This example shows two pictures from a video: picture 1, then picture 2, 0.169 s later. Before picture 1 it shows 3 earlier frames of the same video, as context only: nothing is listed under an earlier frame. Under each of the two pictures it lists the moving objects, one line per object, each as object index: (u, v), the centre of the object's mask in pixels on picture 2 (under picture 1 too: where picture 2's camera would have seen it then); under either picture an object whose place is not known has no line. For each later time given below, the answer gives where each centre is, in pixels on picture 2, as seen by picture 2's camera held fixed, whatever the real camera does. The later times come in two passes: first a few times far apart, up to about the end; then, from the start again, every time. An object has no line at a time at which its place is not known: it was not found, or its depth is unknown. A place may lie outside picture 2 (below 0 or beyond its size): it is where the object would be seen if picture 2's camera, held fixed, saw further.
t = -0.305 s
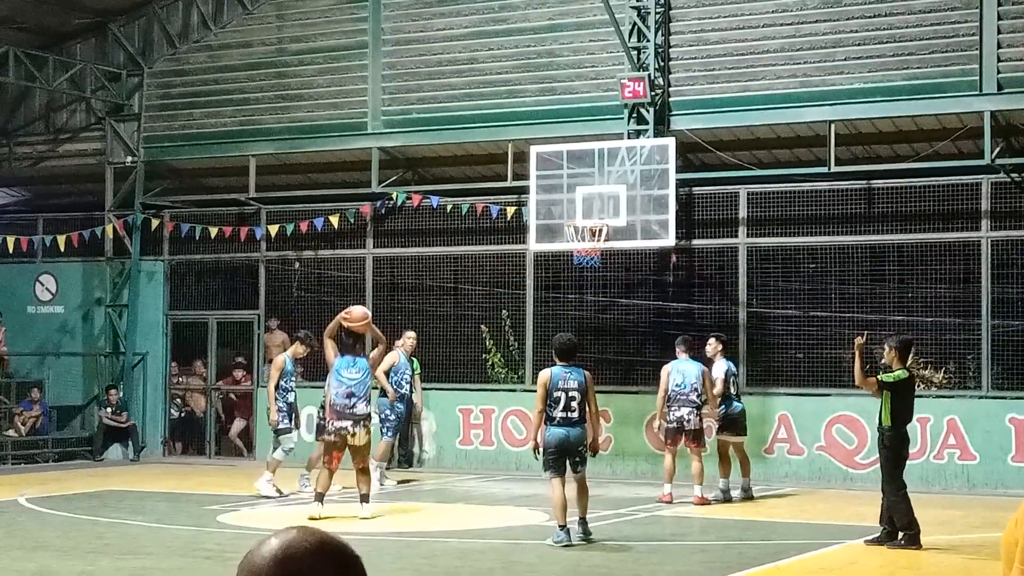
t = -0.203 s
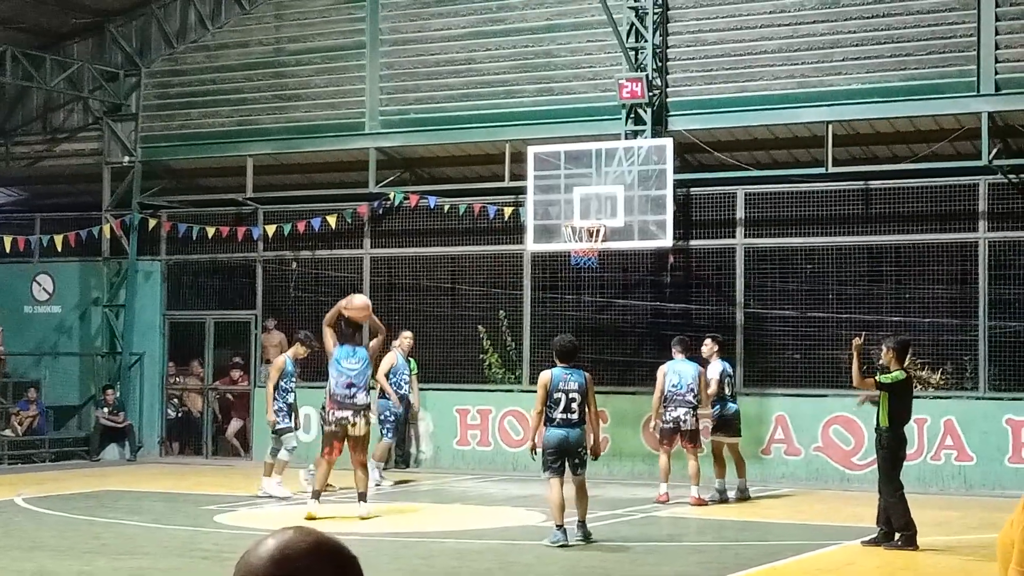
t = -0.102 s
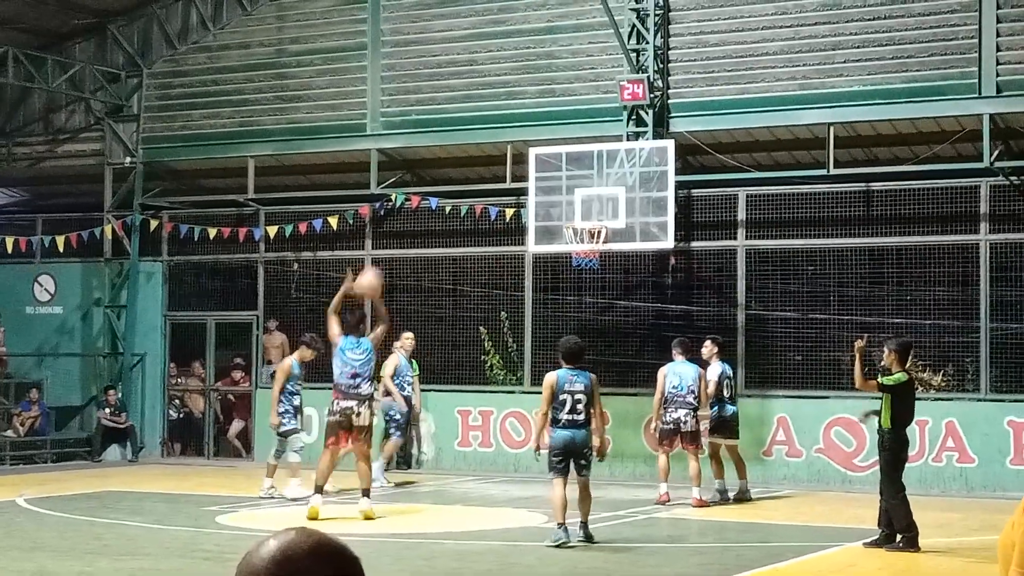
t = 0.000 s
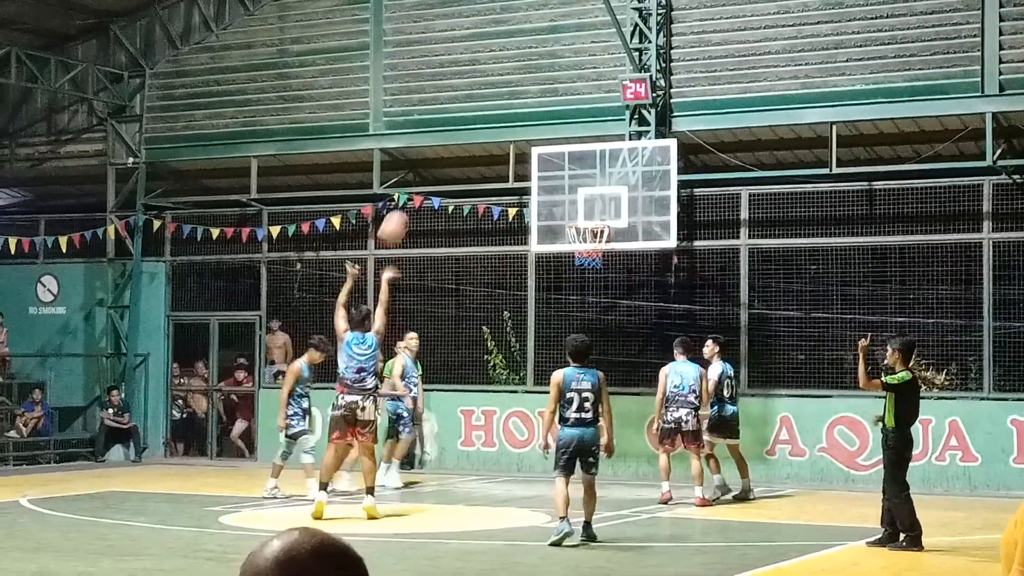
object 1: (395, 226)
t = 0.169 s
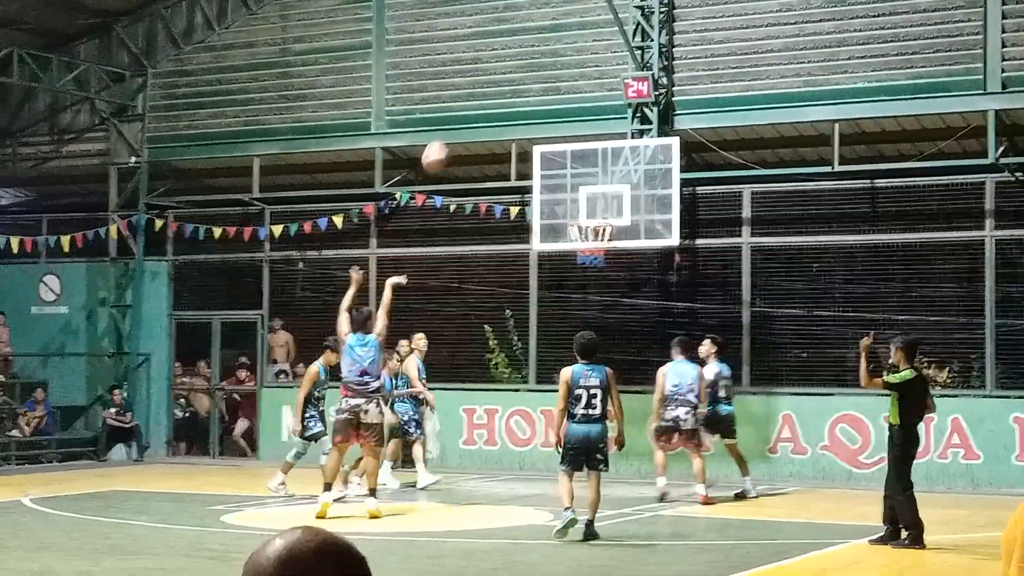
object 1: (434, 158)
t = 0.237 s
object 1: (449, 135)
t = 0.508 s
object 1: (501, 107)
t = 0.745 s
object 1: (541, 134)
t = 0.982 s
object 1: (576, 205)
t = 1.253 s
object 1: (619, 166)
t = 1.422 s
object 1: (633, 158)
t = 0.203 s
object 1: (442, 146)
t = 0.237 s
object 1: (449, 135)
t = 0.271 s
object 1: (457, 127)
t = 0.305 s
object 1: (463, 122)
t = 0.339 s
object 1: (470, 117)
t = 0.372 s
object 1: (477, 112)
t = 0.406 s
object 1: (483, 109)
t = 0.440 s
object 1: (488, 108)
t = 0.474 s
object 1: (495, 107)
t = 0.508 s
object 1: (501, 107)
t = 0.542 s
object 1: (507, 108)
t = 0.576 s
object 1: (513, 110)
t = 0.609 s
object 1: (519, 113)
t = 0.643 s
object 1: (524, 116)
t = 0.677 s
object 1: (529, 120)
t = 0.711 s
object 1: (535, 127)
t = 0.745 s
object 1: (541, 134)
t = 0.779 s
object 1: (546, 141)
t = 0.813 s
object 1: (551, 149)
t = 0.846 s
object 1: (557, 159)
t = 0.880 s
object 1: (561, 169)
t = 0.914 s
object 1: (567, 181)
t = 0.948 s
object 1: (571, 193)
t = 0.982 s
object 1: (576, 205)
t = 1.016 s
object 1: (582, 213)
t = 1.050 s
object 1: (588, 206)
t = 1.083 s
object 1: (594, 202)
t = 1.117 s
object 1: (600, 189)
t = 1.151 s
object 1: (608, 181)
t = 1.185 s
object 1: (614, 178)
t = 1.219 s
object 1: (616, 173)
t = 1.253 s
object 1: (619, 166)
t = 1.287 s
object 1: (622, 162)
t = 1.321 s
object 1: (624, 161)
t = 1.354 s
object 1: (627, 159)
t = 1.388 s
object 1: (630, 158)
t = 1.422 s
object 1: (633, 158)
